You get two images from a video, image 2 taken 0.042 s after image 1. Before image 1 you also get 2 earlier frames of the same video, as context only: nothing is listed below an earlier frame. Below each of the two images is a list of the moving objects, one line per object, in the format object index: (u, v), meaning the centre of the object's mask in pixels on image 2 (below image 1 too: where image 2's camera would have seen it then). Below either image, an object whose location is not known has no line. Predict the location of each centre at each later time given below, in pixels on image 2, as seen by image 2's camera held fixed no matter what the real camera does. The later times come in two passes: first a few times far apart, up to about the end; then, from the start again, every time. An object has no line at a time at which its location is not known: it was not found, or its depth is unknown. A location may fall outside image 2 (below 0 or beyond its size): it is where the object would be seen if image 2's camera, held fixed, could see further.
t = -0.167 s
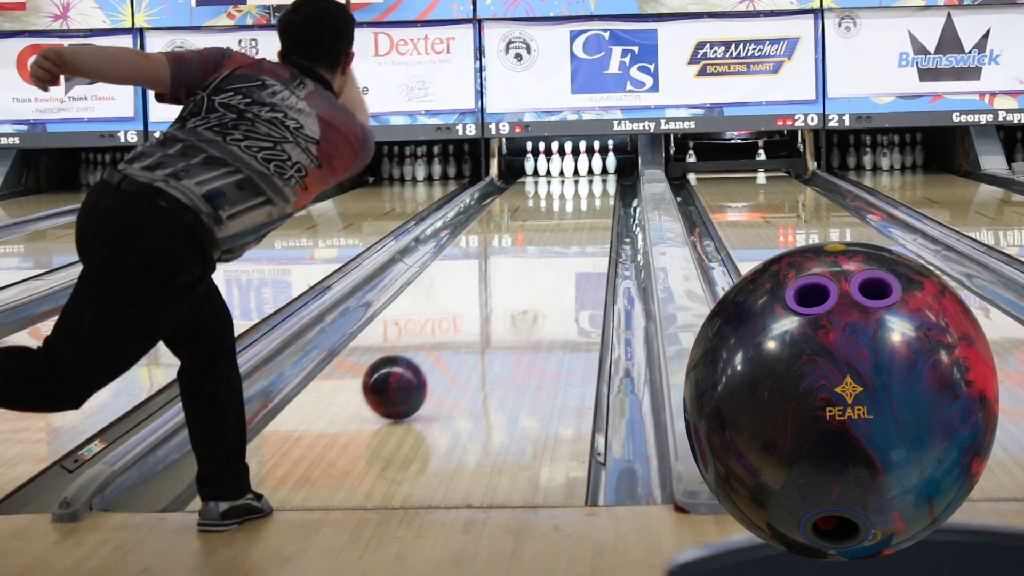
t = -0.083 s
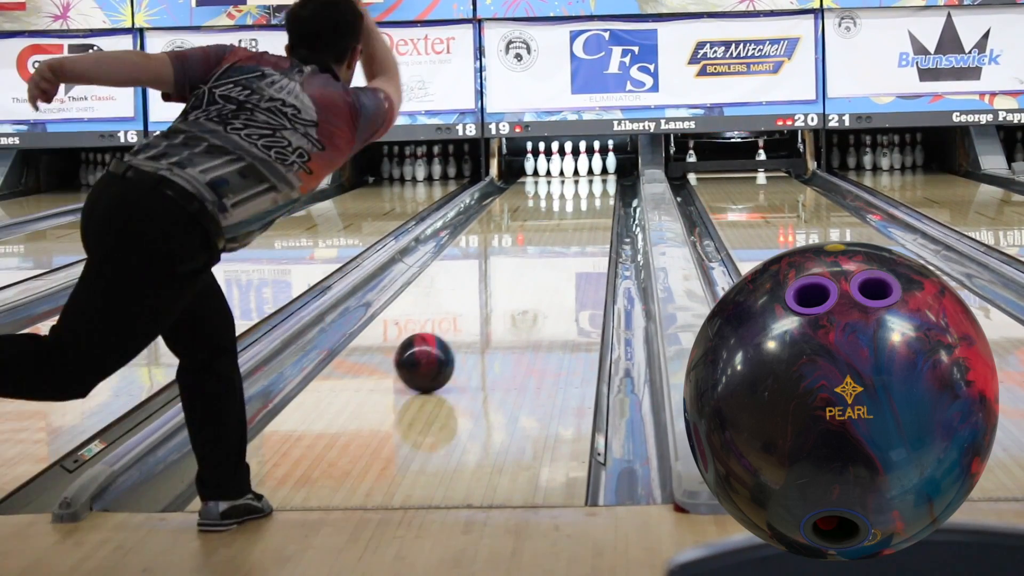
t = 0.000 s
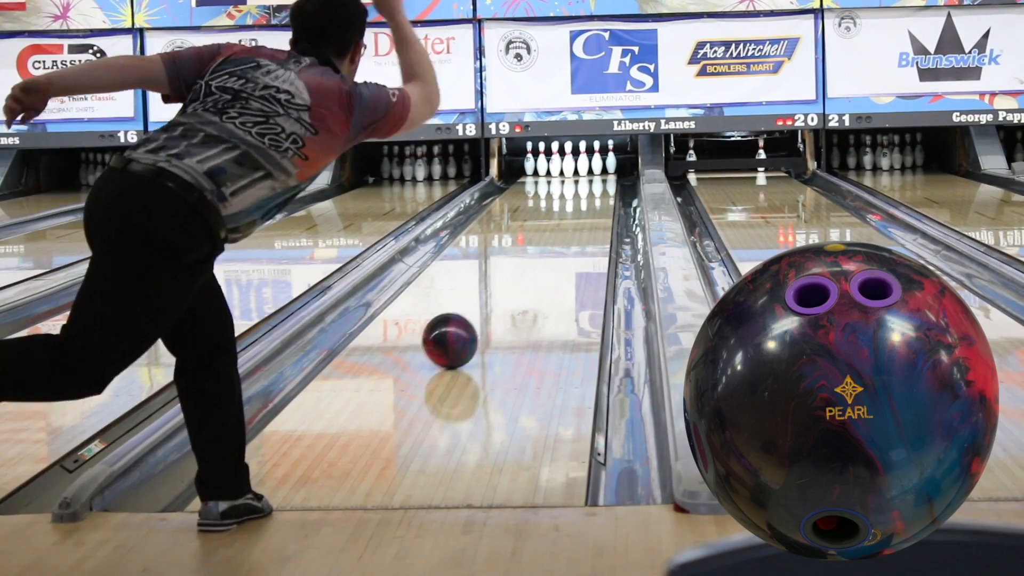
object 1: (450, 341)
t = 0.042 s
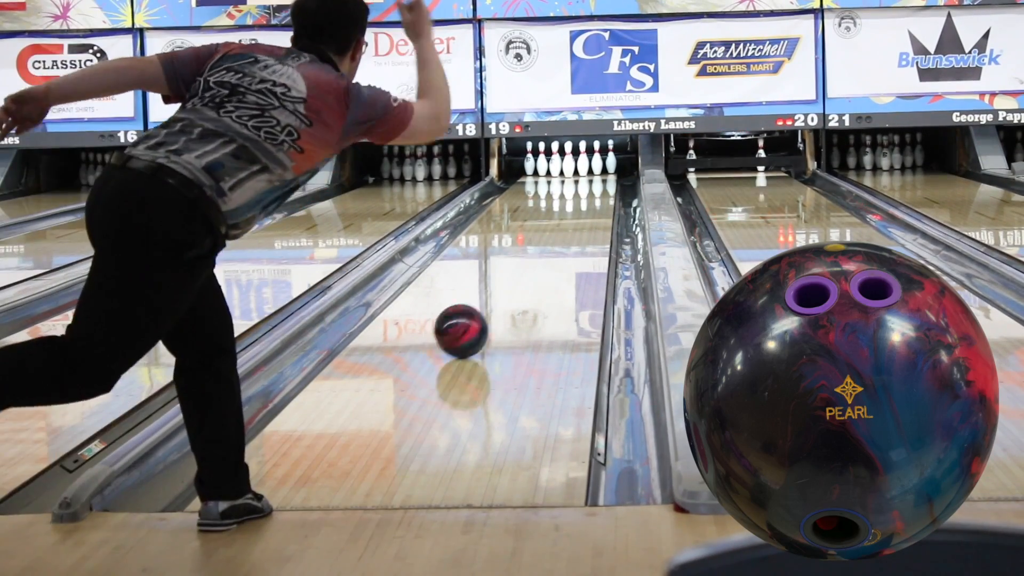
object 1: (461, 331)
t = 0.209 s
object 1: (499, 298)
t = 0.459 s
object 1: (540, 262)
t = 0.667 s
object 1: (564, 239)
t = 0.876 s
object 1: (581, 222)
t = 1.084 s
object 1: (593, 208)
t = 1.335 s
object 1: (601, 194)
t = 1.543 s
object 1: (601, 186)
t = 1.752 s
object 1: (595, 179)
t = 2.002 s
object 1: (583, 174)
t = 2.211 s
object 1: (574, 169)
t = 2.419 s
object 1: (569, 166)
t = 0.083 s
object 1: (472, 322)
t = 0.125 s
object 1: (482, 313)
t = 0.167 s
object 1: (491, 305)
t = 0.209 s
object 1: (499, 298)
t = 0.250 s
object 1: (507, 291)
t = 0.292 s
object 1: (515, 284)
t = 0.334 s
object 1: (522, 278)
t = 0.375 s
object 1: (528, 273)
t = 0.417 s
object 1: (534, 267)
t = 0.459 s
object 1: (540, 262)
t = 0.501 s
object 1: (545, 257)
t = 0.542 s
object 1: (550, 252)
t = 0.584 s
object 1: (555, 248)
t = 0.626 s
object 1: (560, 243)
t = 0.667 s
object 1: (564, 239)
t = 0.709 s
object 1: (568, 235)
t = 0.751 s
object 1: (572, 232)
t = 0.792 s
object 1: (575, 228)
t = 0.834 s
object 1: (578, 225)
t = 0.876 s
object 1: (581, 222)
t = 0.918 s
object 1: (584, 218)
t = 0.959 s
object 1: (587, 215)
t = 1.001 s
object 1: (589, 213)
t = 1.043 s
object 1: (591, 210)
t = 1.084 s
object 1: (593, 208)
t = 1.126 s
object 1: (595, 205)
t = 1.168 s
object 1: (597, 203)
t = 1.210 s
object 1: (598, 201)
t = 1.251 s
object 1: (599, 198)
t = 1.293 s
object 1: (600, 196)
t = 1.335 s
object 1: (601, 194)
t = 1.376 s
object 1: (601, 192)
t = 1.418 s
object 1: (601, 191)
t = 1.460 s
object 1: (601, 189)
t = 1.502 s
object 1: (601, 187)
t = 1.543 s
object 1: (601, 186)
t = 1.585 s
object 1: (600, 184)
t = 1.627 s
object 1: (599, 183)
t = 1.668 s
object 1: (598, 182)
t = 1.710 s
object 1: (597, 180)
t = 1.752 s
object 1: (595, 179)
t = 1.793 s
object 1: (594, 178)
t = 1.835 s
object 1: (591, 177)
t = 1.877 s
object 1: (589, 176)
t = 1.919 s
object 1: (587, 175)
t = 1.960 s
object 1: (584, 174)
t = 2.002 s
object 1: (583, 174)
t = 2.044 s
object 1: (580, 172)
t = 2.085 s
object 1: (579, 171)
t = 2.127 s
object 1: (577, 170)
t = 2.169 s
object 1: (575, 169)
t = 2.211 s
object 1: (574, 169)
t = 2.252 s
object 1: (574, 168)
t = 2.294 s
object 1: (573, 167)
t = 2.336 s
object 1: (572, 167)
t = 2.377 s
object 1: (571, 166)
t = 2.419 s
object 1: (569, 166)
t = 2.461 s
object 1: (568, 166)
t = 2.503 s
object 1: (569, 166)
